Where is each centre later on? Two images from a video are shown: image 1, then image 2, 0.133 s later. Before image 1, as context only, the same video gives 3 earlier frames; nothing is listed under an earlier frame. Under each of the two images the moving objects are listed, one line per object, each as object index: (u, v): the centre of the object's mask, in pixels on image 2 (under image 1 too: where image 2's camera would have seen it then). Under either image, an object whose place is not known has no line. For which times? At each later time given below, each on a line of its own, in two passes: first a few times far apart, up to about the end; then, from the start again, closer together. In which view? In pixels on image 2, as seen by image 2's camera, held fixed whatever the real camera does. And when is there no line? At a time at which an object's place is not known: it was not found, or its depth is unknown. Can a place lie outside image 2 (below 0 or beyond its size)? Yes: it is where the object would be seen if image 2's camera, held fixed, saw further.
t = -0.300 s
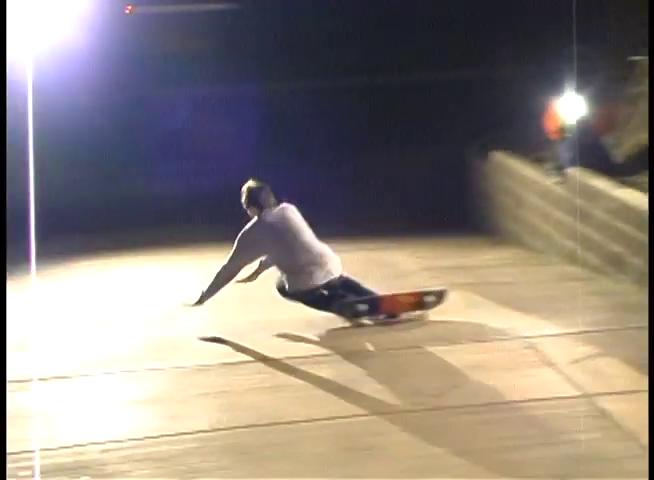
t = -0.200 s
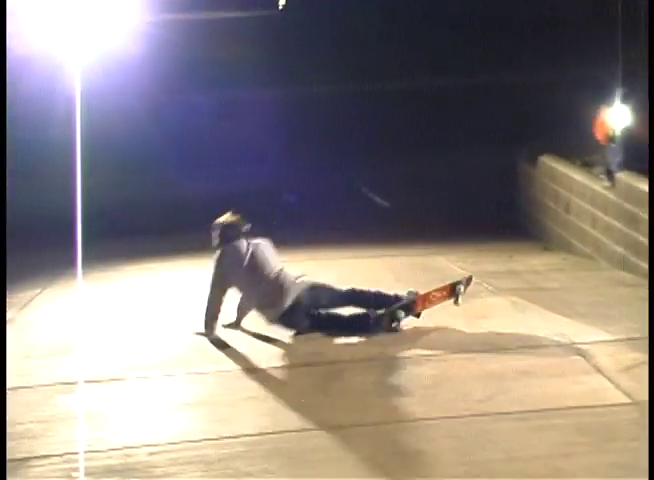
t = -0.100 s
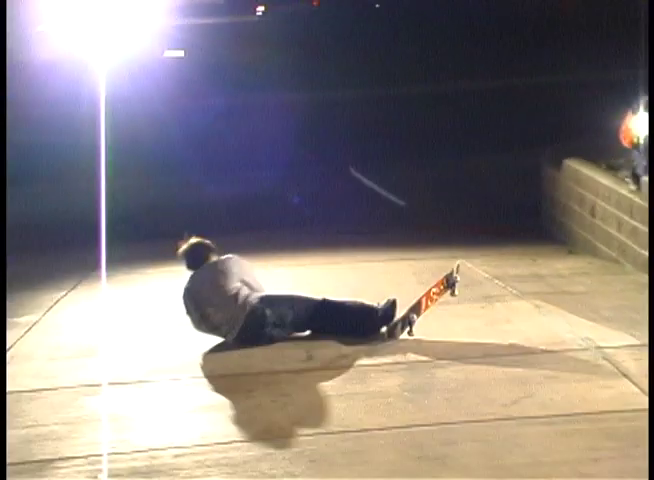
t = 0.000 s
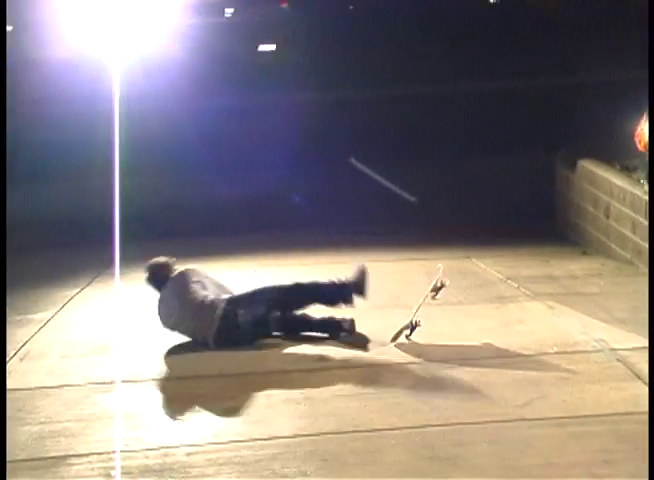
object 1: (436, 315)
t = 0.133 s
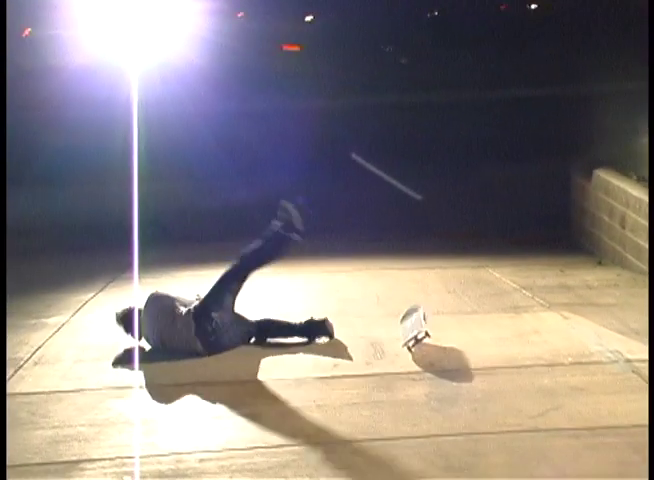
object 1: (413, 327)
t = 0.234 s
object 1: (407, 323)
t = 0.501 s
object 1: (394, 330)
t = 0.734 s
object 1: (399, 346)
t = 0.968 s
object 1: (381, 346)
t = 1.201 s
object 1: (381, 346)
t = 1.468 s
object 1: (394, 346)
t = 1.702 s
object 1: (384, 345)
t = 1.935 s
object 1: (381, 346)
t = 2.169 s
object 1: (389, 345)
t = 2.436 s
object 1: (381, 345)
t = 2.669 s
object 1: (383, 345)
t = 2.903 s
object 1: (384, 345)
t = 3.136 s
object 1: (381, 346)
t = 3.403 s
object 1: (379, 341)
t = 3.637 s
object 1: (380, 345)
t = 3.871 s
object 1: (383, 345)
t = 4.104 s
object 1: (381, 344)
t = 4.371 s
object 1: (374, 339)
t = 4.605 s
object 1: (378, 340)
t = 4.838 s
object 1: (375, 340)
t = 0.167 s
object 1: (410, 326)
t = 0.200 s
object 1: (408, 324)
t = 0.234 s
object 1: (407, 323)
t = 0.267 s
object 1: (405, 323)
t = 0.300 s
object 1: (403, 323)
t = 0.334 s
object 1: (401, 324)
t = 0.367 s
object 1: (400, 326)
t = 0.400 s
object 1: (398, 329)
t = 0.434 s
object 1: (397, 329)
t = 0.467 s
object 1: (396, 330)
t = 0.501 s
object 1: (394, 330)
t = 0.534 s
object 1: (393, 330)
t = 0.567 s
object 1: (392, 330)
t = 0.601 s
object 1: (392, 331)
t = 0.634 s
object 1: (391, 331)
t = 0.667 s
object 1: (389, 331)
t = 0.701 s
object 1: (393, 336)
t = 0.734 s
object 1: (399, 346)
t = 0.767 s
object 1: (396, 346)
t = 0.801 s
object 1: (393, 345)
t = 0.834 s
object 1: (390, 346)
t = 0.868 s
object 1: (386, 347)
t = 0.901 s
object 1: (382, 346)
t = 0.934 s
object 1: (381, 346)
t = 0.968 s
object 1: (381, 346)
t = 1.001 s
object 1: (381, 347)
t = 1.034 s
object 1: (380, 347)
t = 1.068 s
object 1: (380, 347)
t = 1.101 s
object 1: (379, 347)
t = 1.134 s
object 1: (380, 347)
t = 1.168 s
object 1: (380, 347)
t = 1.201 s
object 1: (381, 346)
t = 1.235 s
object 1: (381, 346)
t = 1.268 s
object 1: (381, 346)
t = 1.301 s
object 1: (382, 346)
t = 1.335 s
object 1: (385, 347)
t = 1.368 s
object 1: (387, 346)
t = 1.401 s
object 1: (390, 346)
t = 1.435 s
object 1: (392, 346)
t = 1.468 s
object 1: (394, 346)
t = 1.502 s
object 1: (394, 346)
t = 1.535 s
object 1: (394, 346)
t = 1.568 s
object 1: (393, 346)
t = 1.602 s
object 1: (391, 345)
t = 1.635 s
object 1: (389, 345)
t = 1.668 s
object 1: (386, 345)
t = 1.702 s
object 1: (384, 345)
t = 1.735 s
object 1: (382, 345)
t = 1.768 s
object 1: (381, 345)
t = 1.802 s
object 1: (382, 346)
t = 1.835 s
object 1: (381, 346)
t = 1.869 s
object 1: (381, 346)
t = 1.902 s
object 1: (381, 346)
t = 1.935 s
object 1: (381, 346)
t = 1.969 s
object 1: (380, 345)
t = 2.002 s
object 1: (381, 345)
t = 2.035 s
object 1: (382, 345)
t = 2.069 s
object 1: (385, 346)
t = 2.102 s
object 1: (387, 345)
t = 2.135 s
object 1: (389, 345)
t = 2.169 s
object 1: (389, 345)
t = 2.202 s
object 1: (390, 345)
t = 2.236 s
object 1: (390, 345)
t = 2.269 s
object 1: (389, 344)
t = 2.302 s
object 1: (387, 345)
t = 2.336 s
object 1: (385, 345)
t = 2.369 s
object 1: (383, 345)
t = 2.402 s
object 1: (381, 345)
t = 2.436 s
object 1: (381, 345)
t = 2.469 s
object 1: (380, 345)
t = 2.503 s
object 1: (381, 345)
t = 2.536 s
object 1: (380, 345)
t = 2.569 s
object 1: (381, 345)
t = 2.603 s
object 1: (381, 345)
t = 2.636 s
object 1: (382, 345)
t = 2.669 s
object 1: (383, 345)
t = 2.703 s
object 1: (385, 345)
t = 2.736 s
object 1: (386, 344)
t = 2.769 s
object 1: (387, 344)
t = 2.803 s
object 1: (387, 344)
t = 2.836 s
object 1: (383, 340)
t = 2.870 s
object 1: (386, 344)
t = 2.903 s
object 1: (384, 345)
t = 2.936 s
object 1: (383, 345)
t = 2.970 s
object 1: (382, 345)
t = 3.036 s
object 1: (381, 345)
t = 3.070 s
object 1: (381, 345)
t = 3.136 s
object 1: (381, 346)
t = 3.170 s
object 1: (381, 345)
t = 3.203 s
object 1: (382, 345)
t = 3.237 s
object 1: (384, 345)
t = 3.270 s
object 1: (385, 345)
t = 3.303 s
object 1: (386, 345)
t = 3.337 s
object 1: (386, 345)
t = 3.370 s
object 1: (380, 340)
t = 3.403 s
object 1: (379, 341)
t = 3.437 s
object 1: (377, 340)
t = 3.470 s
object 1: (381, 345)
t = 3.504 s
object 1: (380, 345)
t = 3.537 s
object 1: (380, 345)
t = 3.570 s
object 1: (380, 345)
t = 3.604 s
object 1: (380, 345)
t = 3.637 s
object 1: (380, 345)
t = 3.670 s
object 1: (382, 345)
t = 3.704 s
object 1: (383, 345)
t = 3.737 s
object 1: (384, 345)
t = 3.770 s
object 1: (384, 344)
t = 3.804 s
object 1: (384, 345)
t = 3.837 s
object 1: (380, 341)
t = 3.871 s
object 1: (383, 345)
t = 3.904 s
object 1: (381, 345)
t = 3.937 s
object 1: (381, 345)
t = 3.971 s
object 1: (380, 345)
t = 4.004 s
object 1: (380, 345)
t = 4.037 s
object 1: (380, 345)
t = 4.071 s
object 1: (380, 345)
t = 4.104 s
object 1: (381, 344)
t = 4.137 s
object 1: (382, 344)
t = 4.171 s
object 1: (383, 344)
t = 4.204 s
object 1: (383, 344)
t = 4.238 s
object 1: (383, 344)
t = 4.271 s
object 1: (382, 344)
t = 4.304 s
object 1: (377, 341)
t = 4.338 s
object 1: (375, 340)
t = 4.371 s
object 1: (374, 339)
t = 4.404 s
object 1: (374, 339)
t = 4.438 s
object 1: (374, 339)
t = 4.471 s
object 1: (375, 340)
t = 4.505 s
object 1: (376, 340)
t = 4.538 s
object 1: (376, 340)
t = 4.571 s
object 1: (378, 340)
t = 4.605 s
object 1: (378, 340)
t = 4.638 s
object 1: (378, 340)
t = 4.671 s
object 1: (378, 340)
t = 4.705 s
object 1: (377, 340)
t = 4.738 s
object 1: (376, 340)
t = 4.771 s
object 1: (375, 340)
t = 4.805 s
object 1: (375, 340)
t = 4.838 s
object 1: (375, 340)
